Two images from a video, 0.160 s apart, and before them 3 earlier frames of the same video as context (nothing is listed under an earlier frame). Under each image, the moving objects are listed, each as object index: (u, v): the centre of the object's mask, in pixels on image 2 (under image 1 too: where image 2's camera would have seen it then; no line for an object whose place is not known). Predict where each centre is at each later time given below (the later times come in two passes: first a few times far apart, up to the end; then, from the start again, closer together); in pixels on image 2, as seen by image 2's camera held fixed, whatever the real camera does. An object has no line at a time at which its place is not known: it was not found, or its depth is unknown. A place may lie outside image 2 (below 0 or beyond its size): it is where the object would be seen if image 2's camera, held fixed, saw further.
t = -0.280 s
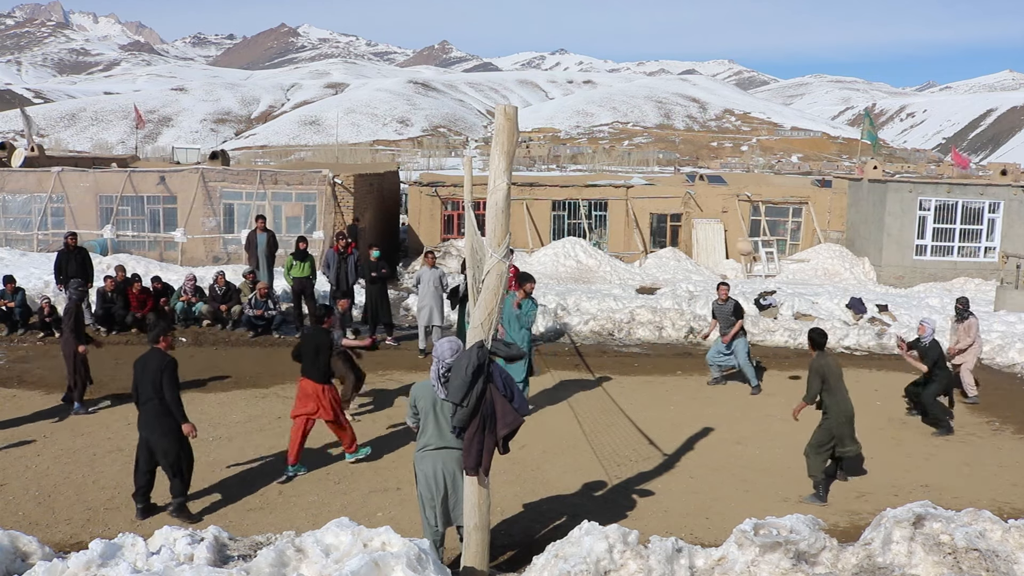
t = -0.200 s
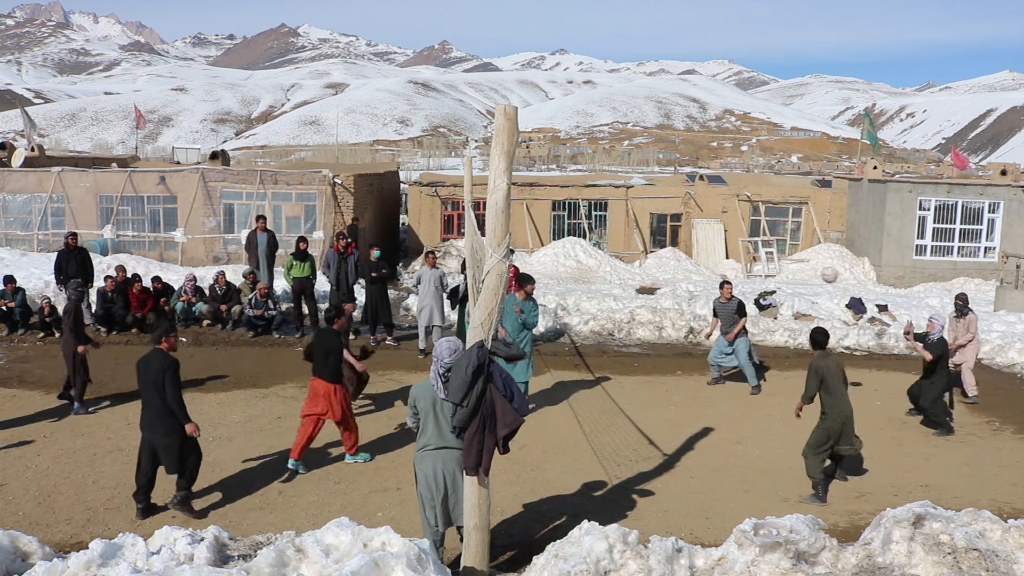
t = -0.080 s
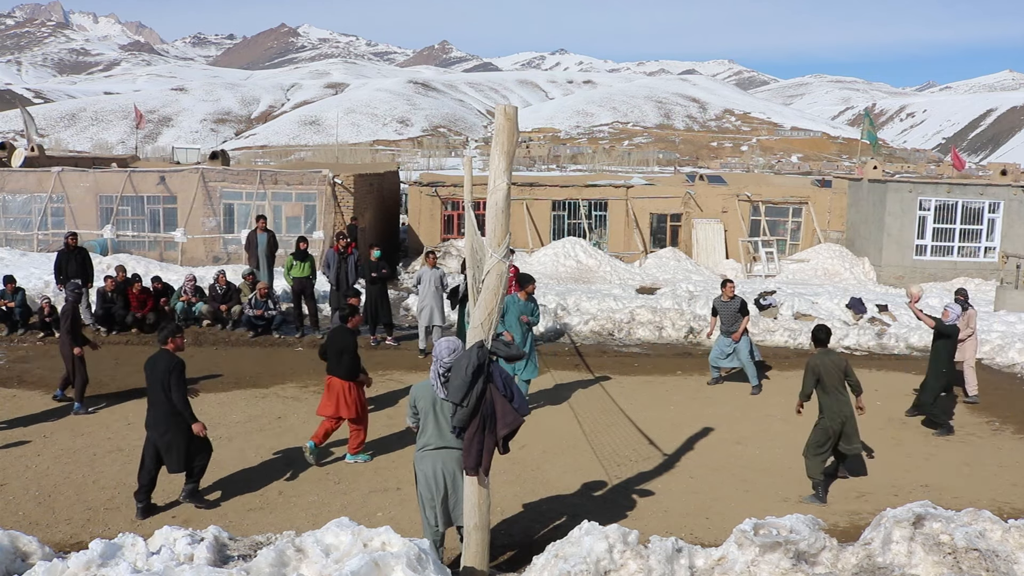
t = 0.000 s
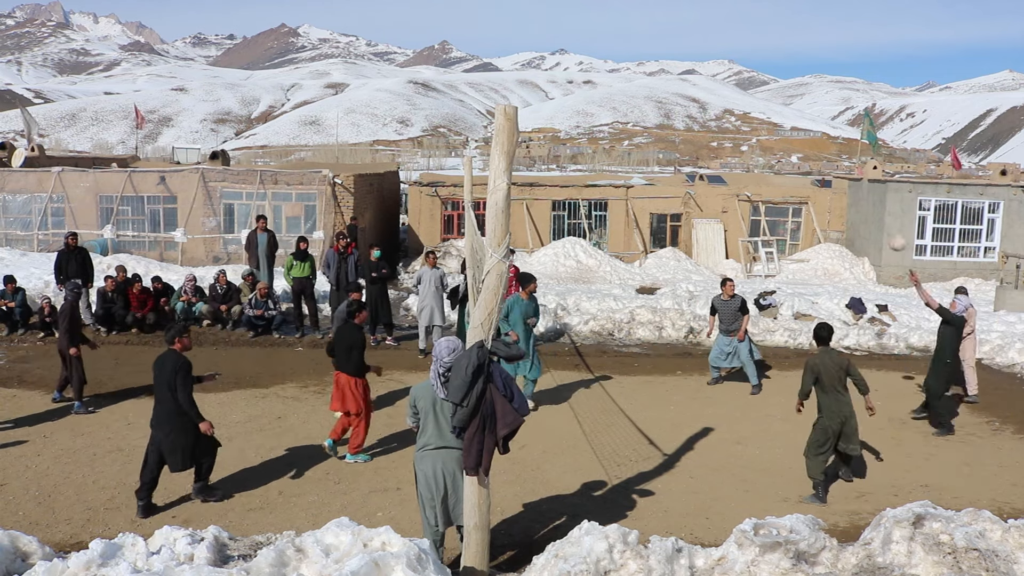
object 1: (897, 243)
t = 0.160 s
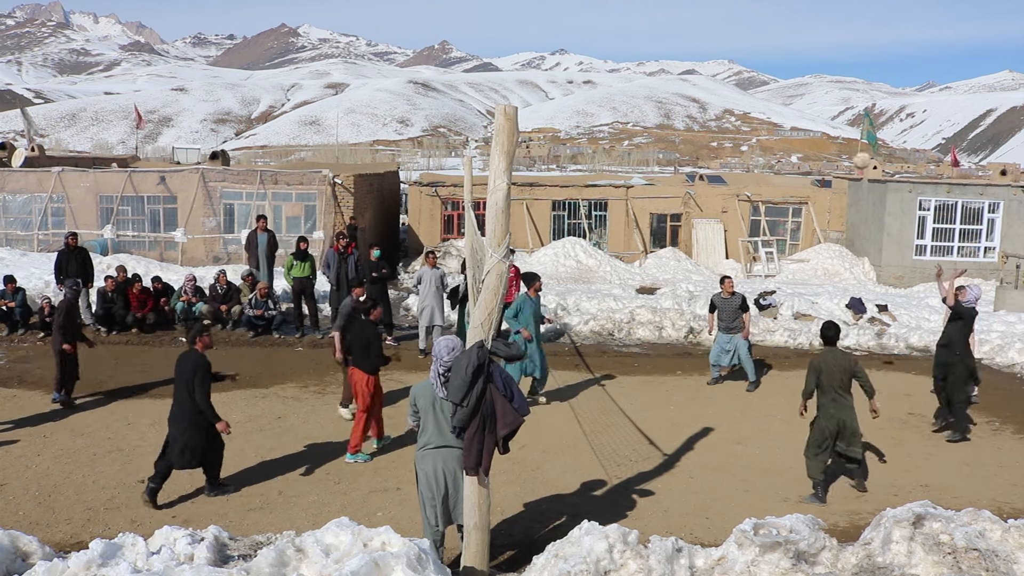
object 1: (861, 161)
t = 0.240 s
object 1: (844, 127)
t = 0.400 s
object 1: (806, 77)
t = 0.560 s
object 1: (769, 49)
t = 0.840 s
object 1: (705, 52)
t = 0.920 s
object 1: (686, 65)
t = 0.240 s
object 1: (844, 127)
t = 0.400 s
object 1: (806, 77)
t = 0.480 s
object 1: (787, 60)
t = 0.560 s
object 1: (769, 49)
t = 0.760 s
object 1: (723, 44)
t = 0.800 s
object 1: (714, 48)
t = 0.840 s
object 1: (705, 52)
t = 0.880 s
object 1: (694, 58)
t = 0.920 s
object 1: (686, 65)
